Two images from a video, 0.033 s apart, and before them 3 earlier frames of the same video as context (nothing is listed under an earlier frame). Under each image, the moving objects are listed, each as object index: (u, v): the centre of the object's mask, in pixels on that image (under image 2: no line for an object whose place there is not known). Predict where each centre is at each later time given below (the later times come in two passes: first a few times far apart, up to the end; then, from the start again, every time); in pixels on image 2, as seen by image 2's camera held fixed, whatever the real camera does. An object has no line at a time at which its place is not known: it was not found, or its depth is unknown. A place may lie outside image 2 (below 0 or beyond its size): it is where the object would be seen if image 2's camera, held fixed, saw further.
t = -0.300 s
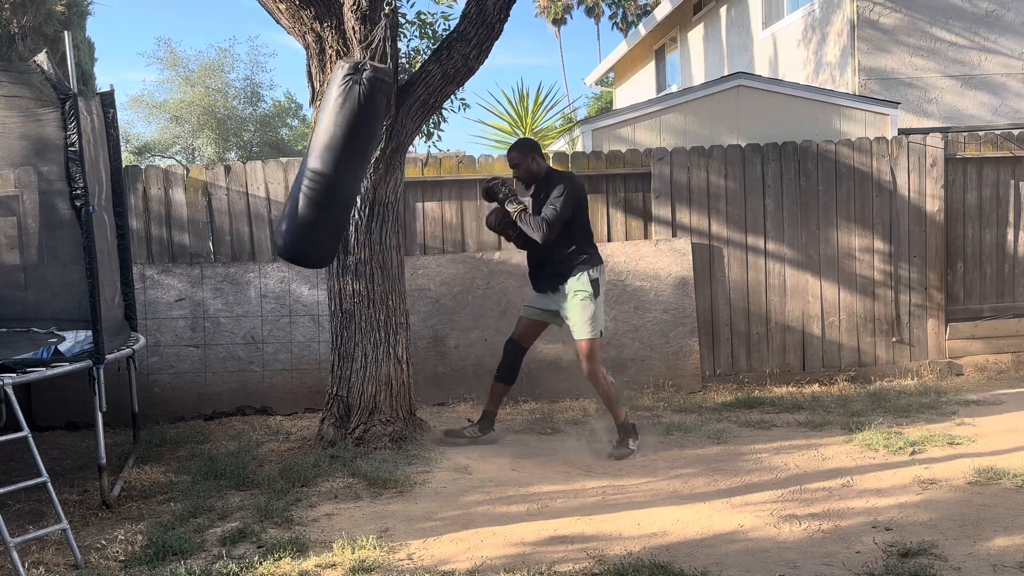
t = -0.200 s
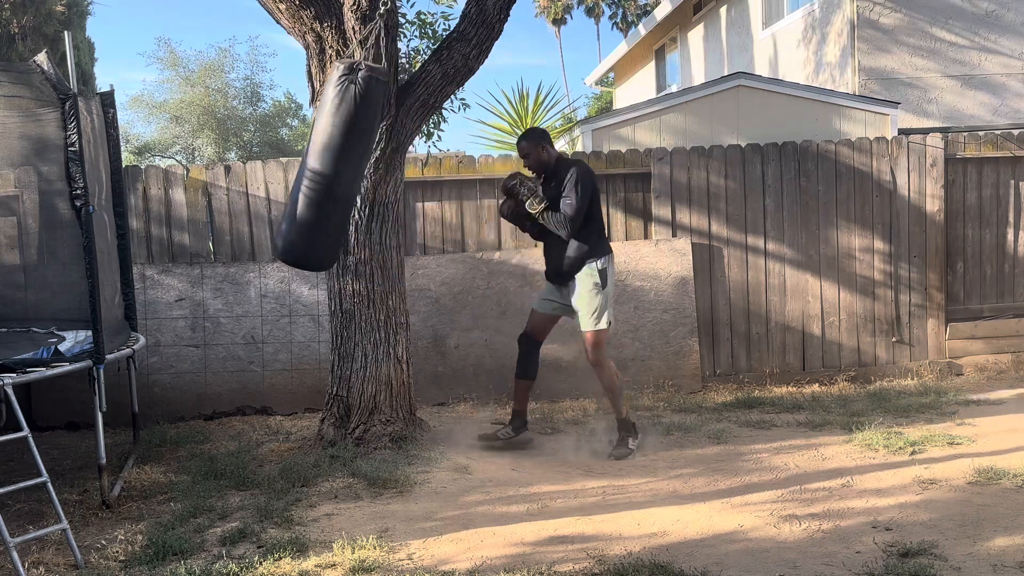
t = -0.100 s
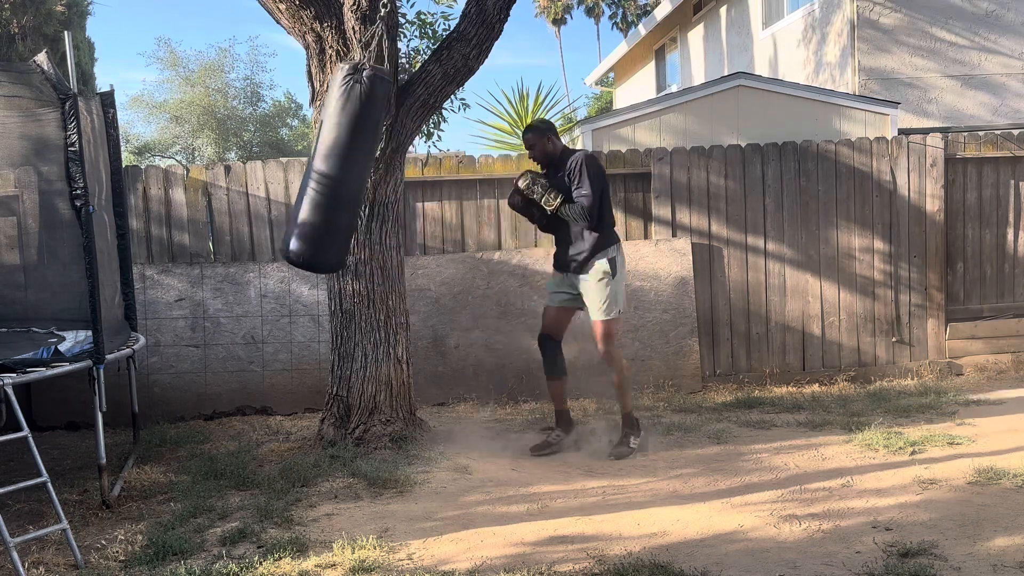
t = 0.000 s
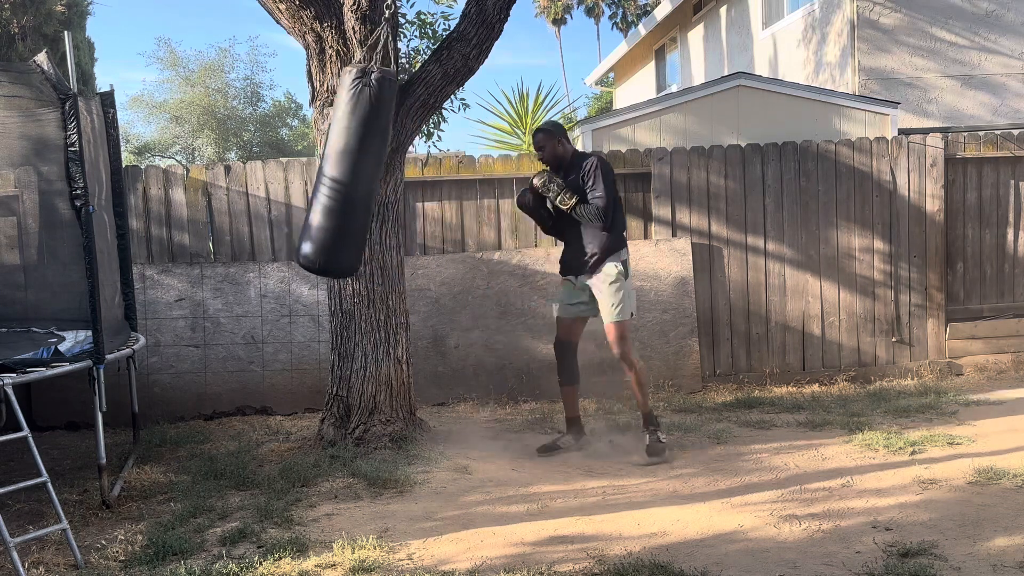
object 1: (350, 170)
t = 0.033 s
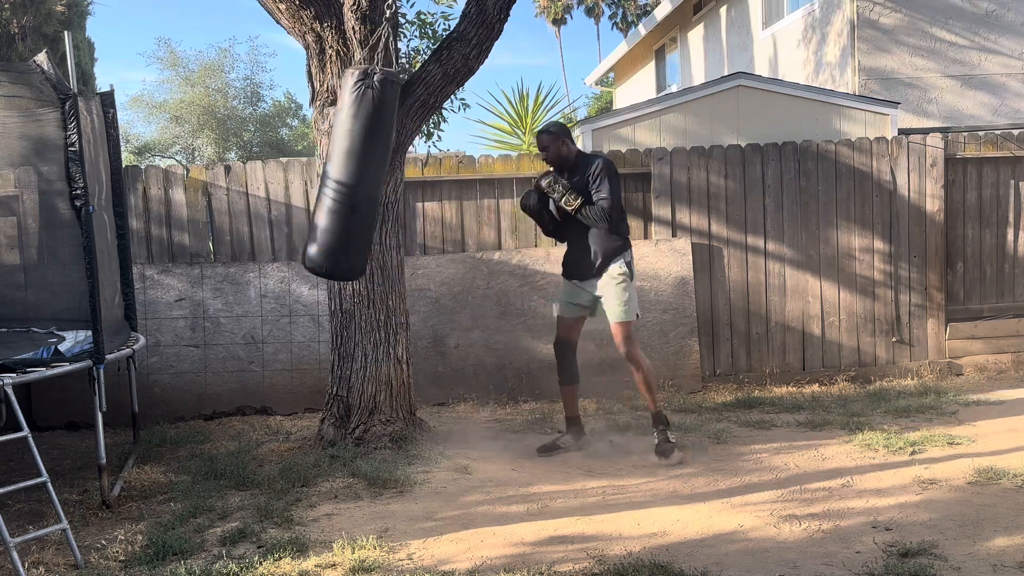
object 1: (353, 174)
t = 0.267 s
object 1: (396, 178)
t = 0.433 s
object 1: (432, 175)
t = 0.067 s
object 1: (359, 175)
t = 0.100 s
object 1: (364, 175)
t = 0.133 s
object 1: (370, 169)
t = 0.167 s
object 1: (376, 174)
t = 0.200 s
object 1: (383, 176)
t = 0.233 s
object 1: (389, 177)
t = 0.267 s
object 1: (396, 178)
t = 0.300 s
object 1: (403, 177)
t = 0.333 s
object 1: (410, 177)
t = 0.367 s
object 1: (417, 177)
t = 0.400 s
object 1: (424, 178)
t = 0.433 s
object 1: (432, 175)
